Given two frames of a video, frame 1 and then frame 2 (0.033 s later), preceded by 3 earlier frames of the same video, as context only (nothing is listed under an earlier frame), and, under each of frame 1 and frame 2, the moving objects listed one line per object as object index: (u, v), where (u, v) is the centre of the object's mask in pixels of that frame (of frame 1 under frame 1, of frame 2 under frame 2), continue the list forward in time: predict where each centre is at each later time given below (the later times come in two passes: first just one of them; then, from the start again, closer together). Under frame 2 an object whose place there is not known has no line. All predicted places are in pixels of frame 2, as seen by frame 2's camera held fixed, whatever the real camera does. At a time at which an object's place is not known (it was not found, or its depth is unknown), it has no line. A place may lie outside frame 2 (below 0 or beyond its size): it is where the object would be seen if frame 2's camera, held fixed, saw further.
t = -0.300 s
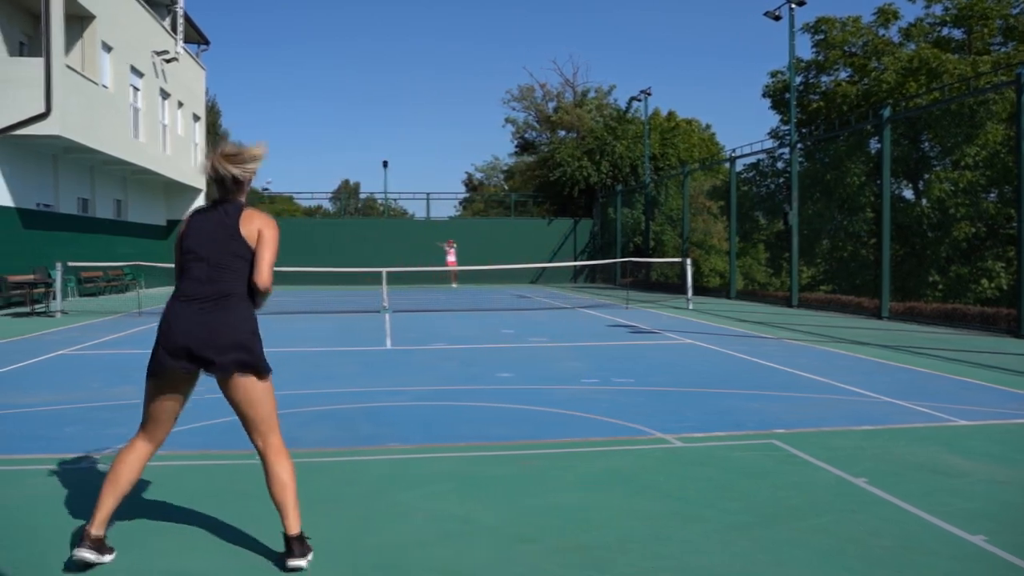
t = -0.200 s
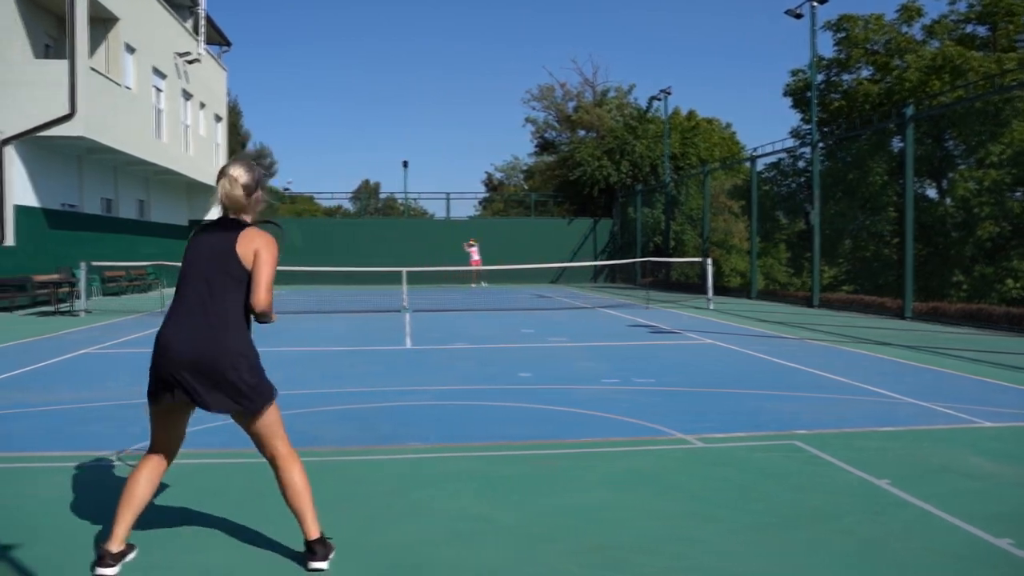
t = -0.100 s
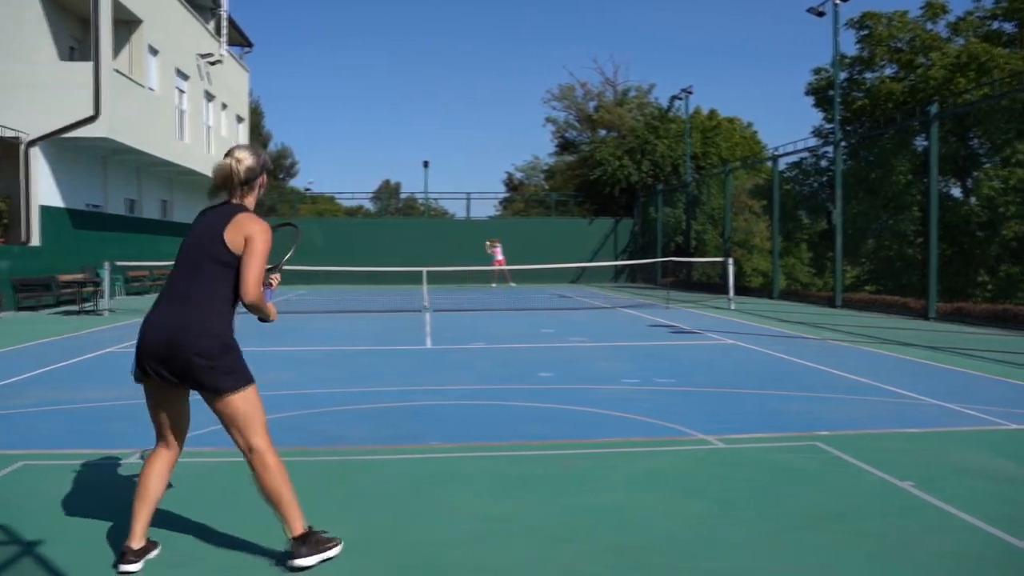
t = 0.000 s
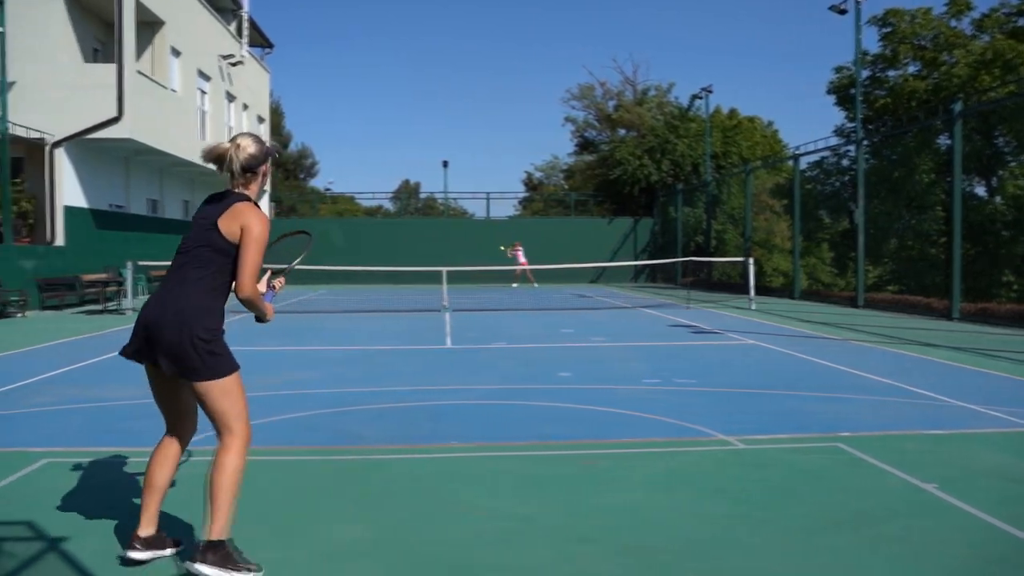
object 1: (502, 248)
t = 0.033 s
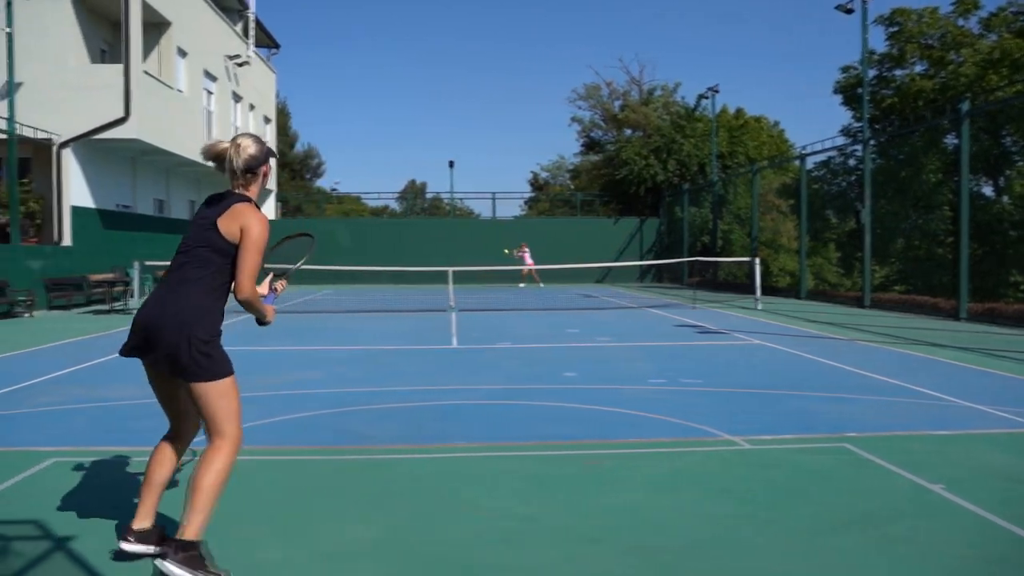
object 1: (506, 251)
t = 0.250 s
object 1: (491, 295)
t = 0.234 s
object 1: (493, 289)
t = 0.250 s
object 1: (491, 295)
